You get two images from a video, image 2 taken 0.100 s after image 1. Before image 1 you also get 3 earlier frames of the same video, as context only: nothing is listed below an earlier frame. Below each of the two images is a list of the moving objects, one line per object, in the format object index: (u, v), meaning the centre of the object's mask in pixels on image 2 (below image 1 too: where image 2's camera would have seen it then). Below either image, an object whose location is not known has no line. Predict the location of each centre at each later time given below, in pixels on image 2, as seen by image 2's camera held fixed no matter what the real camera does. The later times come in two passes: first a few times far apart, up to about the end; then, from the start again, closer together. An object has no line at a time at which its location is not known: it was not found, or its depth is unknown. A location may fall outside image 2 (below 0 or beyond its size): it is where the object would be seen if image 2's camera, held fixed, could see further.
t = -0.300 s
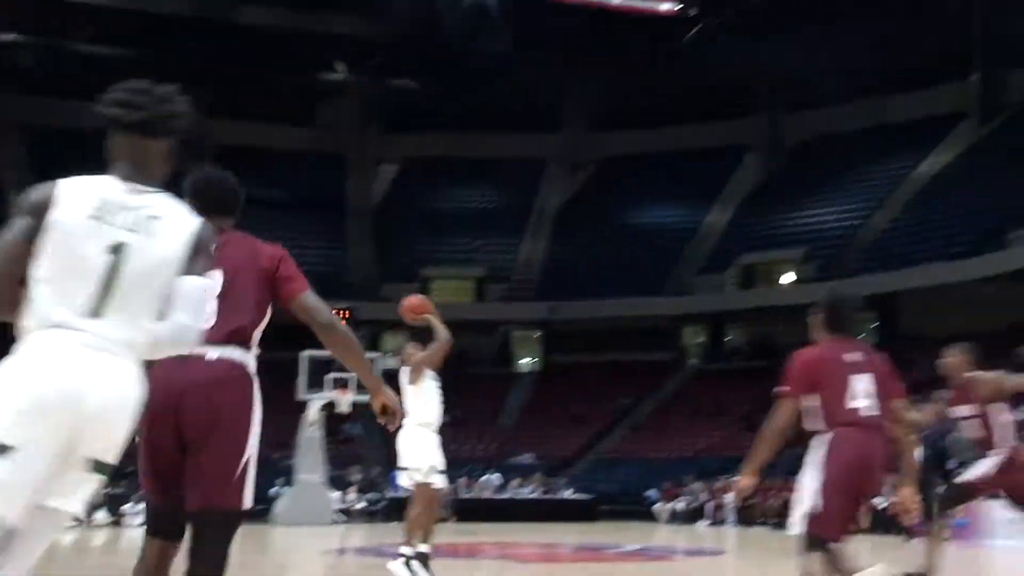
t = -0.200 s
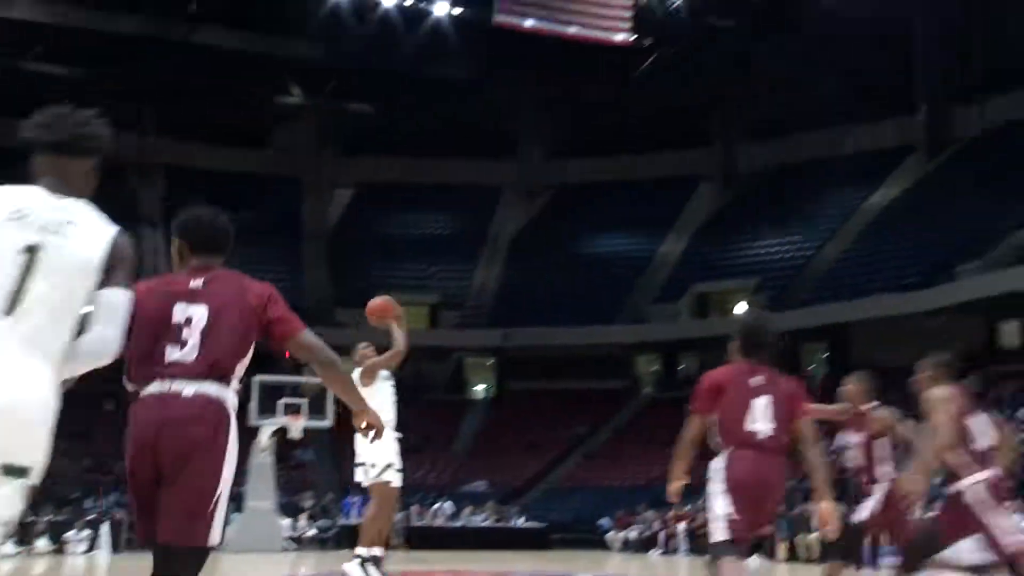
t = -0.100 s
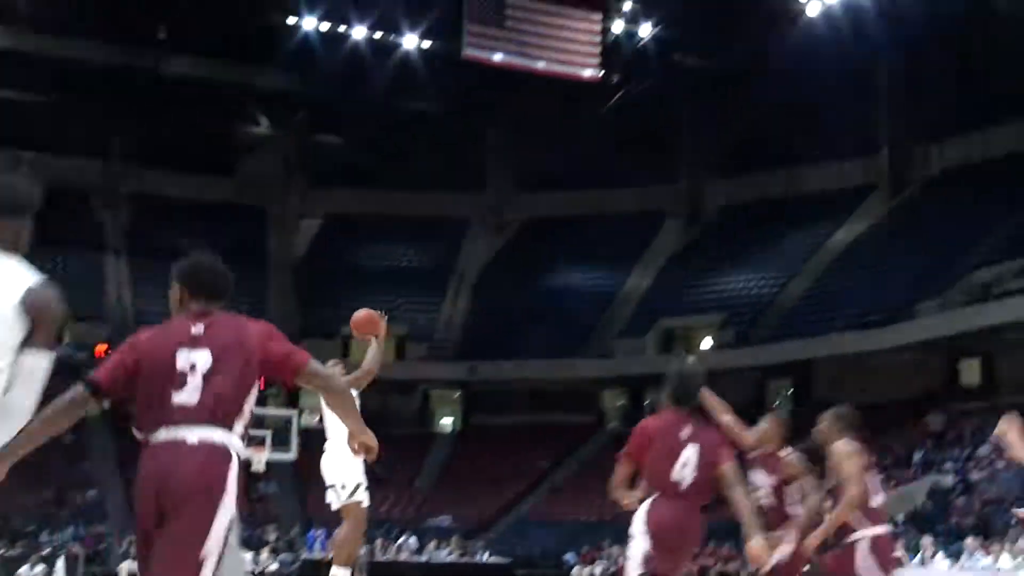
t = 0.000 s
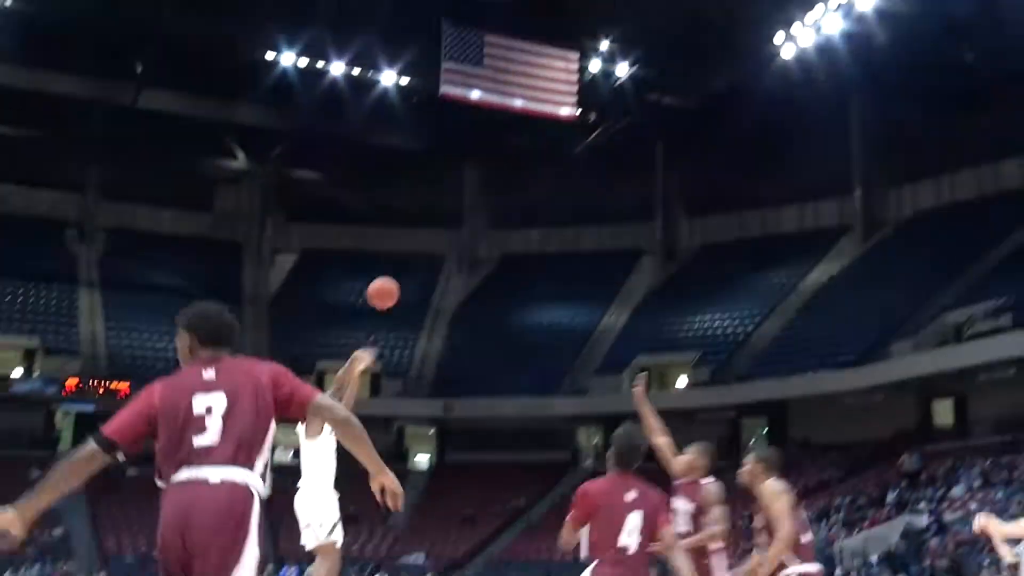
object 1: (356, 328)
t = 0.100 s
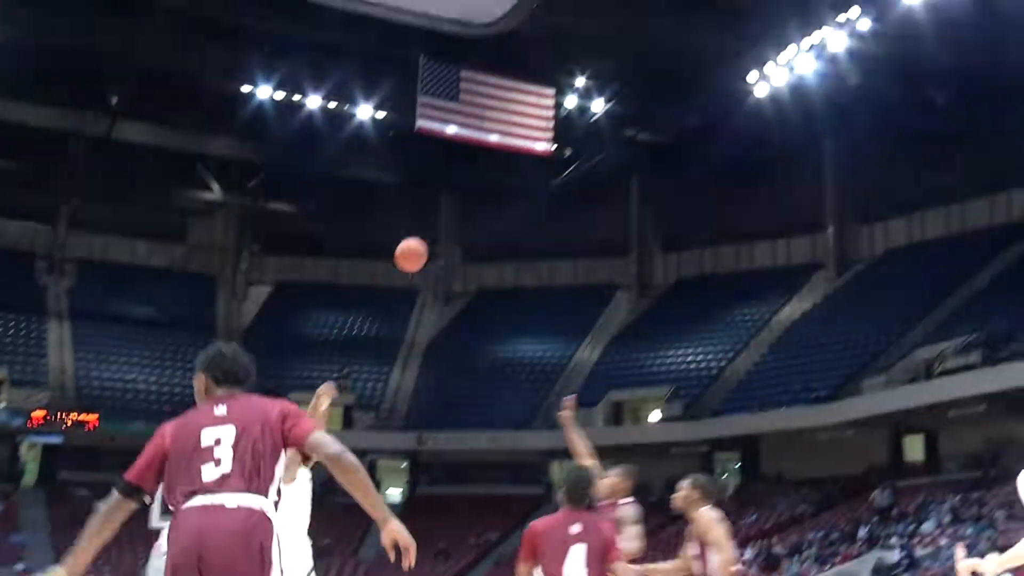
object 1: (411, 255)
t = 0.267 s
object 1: (506, 158)
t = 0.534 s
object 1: (676, 49)
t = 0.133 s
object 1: (430, 233)
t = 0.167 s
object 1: (449, 212)
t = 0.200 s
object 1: (468, 192)
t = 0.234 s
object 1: (487, 174)
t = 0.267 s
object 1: (506, 158)
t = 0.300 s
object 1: (526, 139)
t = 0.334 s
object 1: (547, 123)
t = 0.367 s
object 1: (567, 108)
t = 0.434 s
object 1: (609, 81)
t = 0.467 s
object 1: (631, 69)
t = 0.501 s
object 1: (653, 58)
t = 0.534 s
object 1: (676, 49)
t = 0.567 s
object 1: (700, 40)
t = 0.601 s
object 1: (724, 33)
